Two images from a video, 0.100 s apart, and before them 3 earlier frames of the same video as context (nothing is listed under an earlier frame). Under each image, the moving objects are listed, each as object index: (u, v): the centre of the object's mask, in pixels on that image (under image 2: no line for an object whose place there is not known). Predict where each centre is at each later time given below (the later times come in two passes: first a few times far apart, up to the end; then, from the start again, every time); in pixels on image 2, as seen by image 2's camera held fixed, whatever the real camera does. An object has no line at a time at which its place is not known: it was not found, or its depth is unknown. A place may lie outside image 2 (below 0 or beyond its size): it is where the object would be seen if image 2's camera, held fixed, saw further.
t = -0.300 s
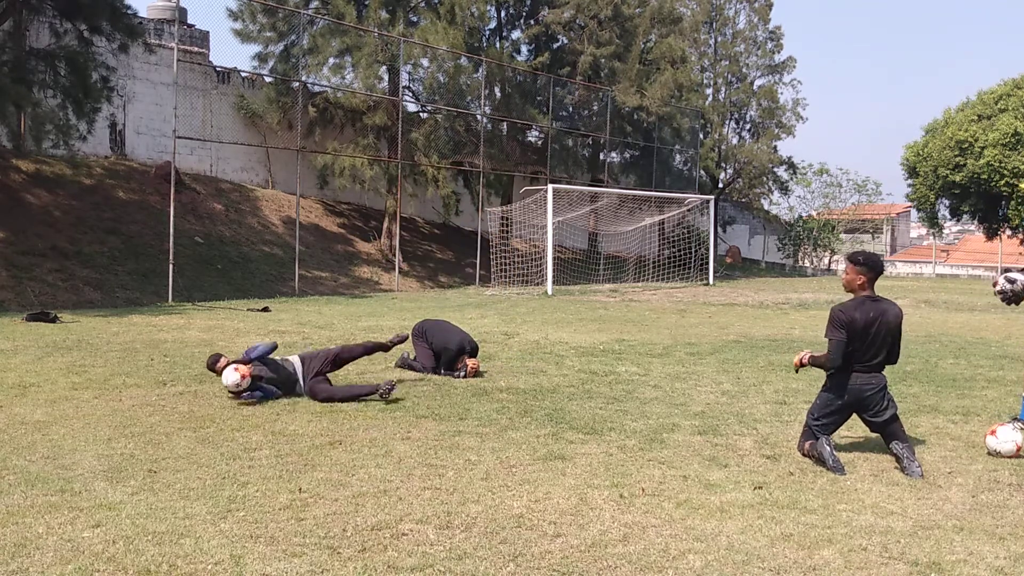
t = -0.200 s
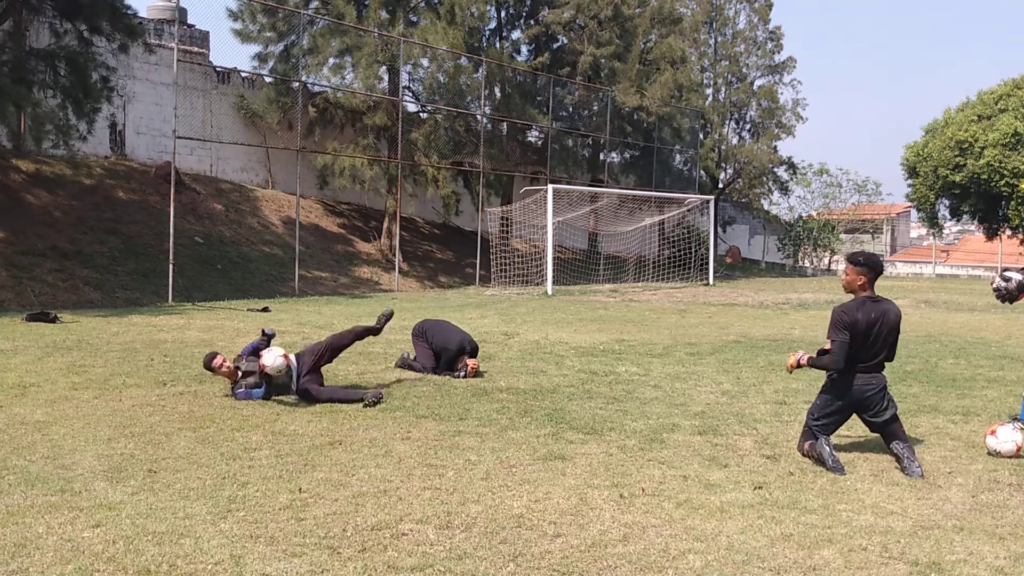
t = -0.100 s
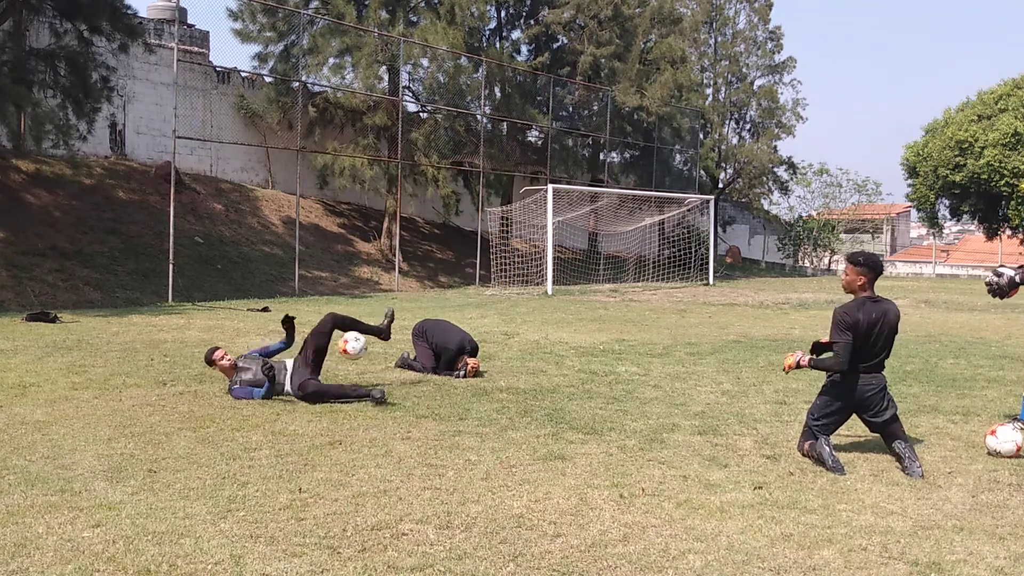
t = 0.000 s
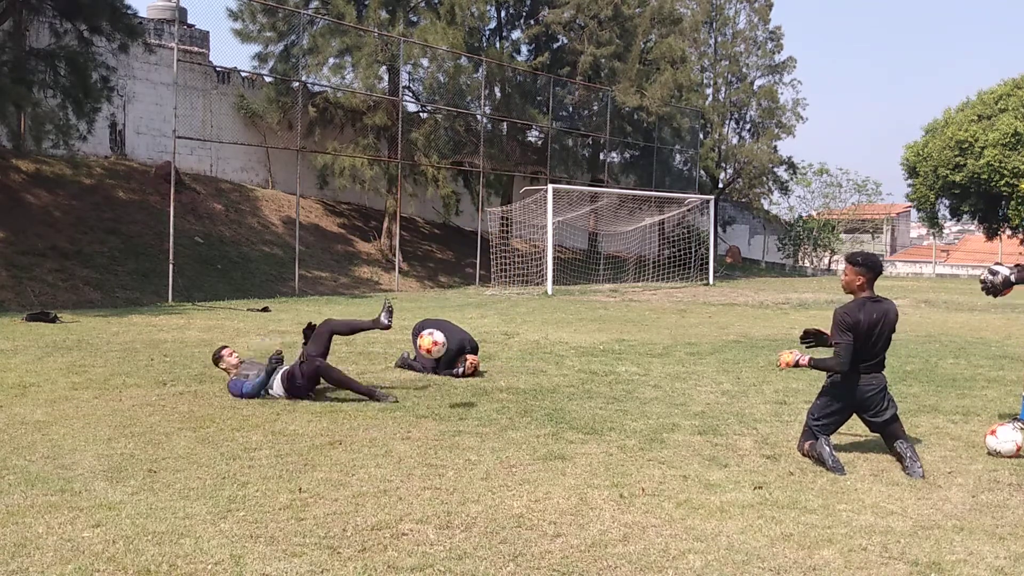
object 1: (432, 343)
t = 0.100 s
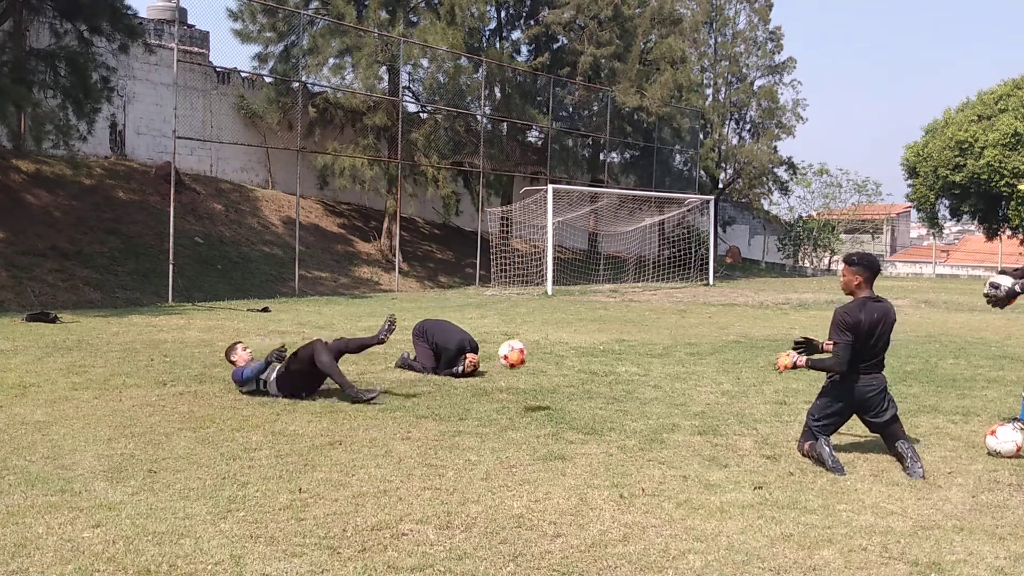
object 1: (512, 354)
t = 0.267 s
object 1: (652, 406)
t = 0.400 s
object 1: (727, 392)
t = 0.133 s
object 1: (540, 361)
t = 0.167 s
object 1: (568, 369)
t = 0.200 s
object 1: (596, 380)
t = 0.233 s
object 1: (623, 392)
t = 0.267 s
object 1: (652, 406)
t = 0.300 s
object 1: (675, 409)
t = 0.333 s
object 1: (692, 402)
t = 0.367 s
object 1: (710, 396)
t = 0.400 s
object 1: (727, 392)
